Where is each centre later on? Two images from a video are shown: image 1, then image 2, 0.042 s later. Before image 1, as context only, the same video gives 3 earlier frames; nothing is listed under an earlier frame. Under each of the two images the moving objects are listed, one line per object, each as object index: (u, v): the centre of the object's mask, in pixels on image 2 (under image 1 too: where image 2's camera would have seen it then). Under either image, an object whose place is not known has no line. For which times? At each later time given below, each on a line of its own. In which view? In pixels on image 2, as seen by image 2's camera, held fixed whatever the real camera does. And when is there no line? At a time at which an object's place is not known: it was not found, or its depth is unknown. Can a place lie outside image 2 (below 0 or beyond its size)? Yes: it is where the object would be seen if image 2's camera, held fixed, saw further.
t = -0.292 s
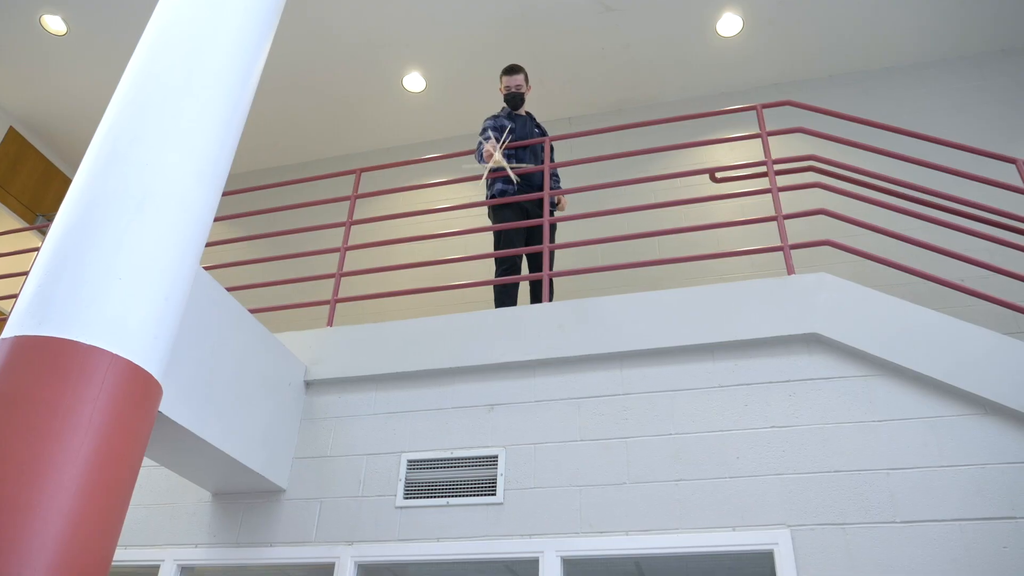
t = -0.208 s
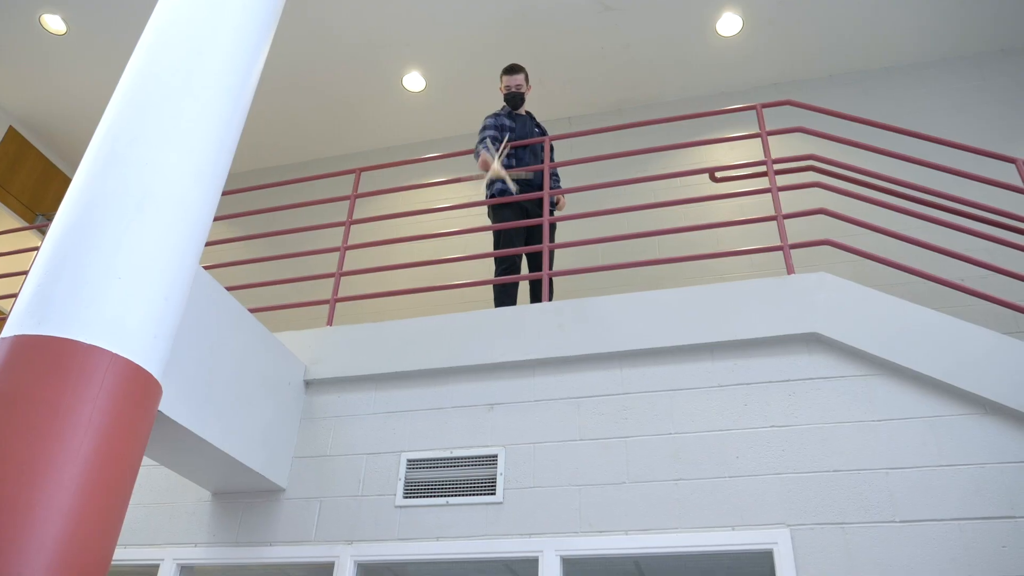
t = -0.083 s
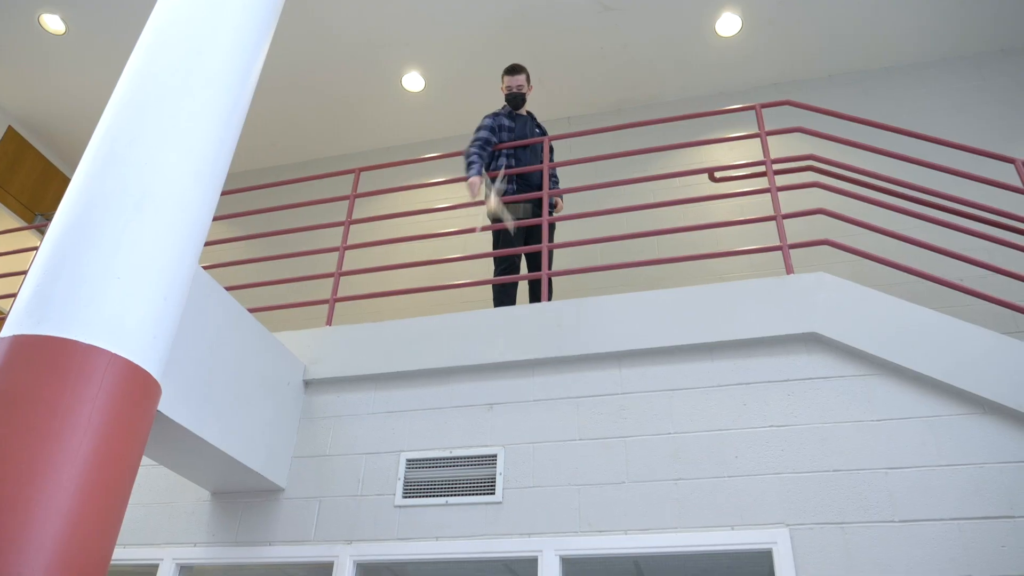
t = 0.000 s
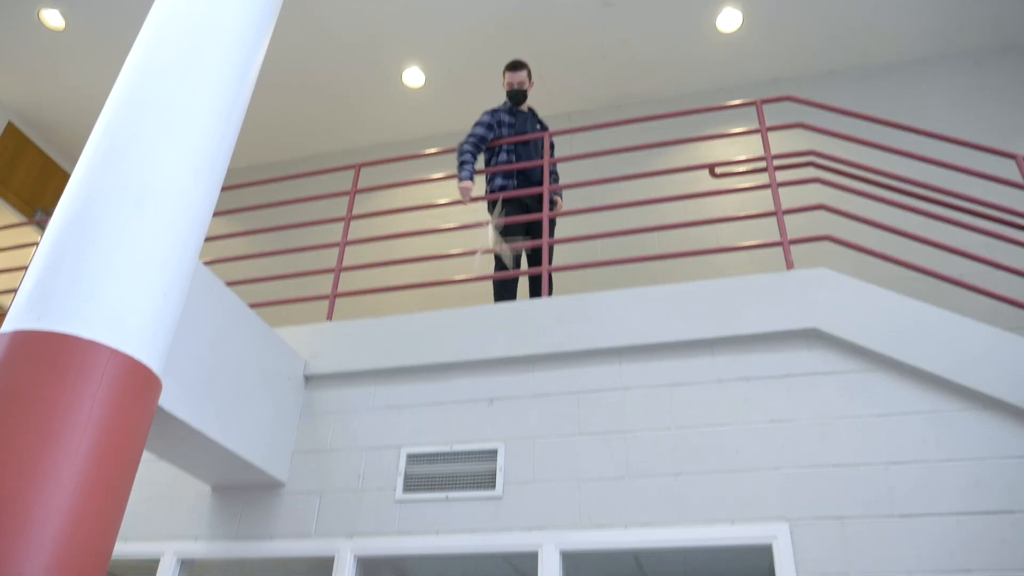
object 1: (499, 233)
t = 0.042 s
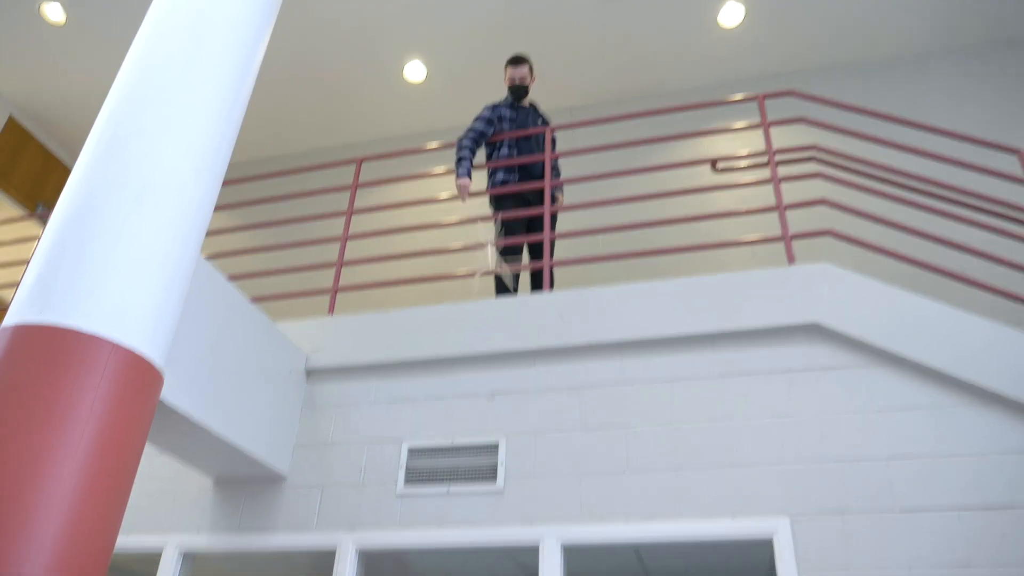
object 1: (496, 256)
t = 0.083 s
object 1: (491, 277)
